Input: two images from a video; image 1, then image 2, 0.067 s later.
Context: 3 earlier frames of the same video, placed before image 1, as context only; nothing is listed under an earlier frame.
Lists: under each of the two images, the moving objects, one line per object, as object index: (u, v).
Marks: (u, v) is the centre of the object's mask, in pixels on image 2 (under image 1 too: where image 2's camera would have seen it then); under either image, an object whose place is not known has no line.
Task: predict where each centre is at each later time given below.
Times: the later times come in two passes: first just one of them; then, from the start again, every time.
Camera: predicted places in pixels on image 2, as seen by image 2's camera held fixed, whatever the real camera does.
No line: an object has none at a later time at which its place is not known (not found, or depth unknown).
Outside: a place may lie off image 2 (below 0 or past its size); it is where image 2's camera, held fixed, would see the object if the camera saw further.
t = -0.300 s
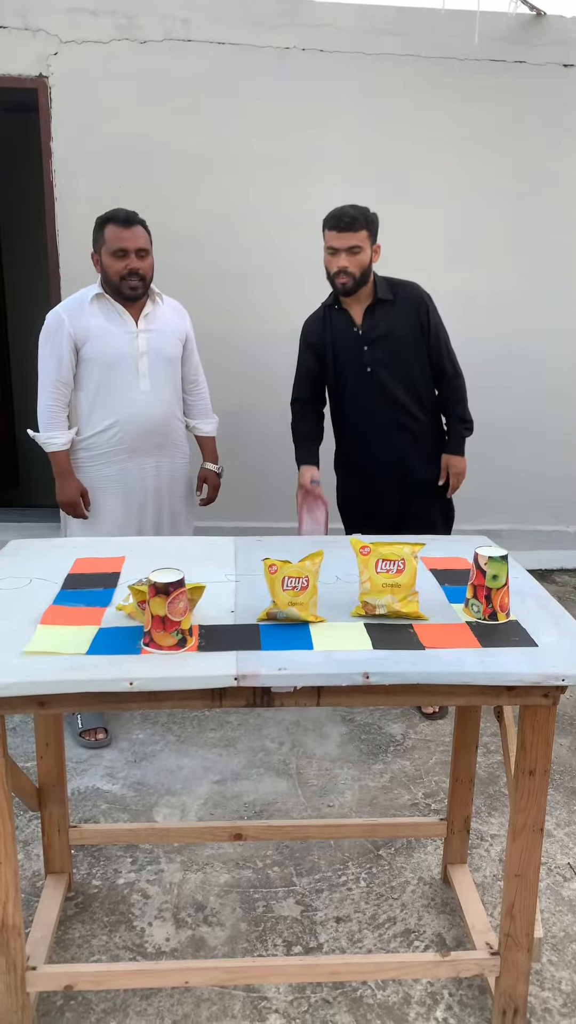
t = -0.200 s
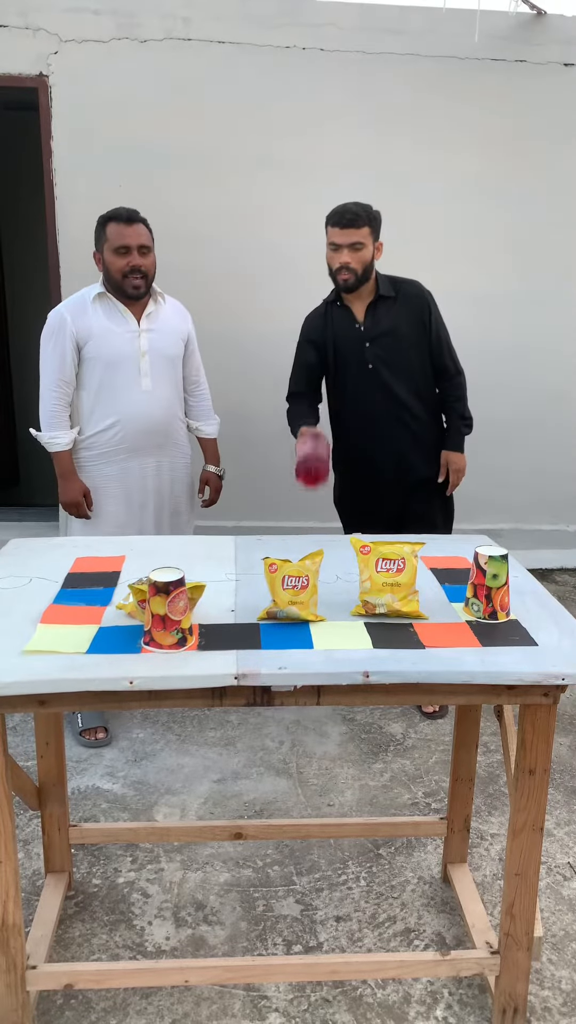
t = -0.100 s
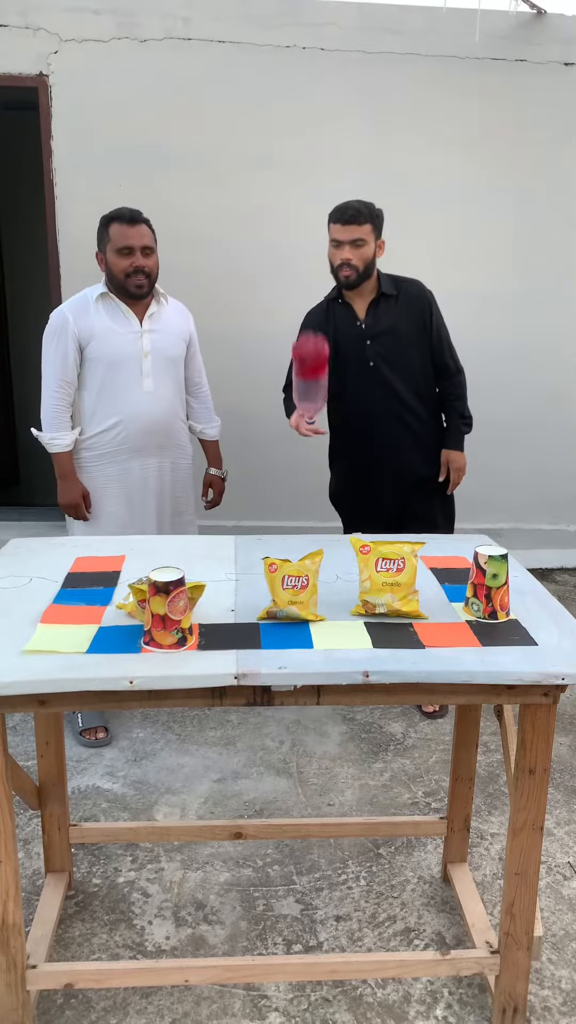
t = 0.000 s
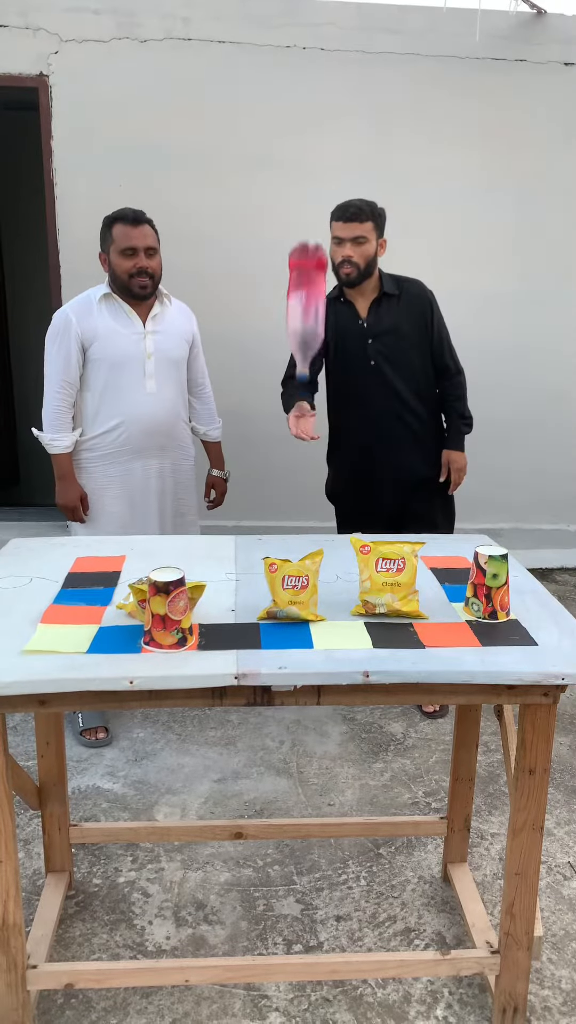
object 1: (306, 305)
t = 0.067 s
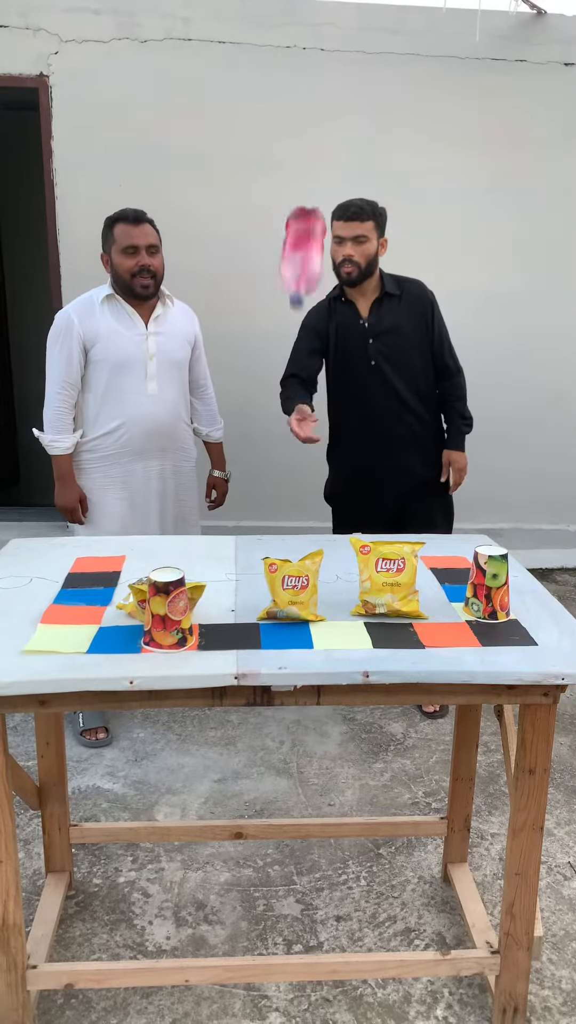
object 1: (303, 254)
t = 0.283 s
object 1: (287, 217)
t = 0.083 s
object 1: (302, 242)
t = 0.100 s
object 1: (301, 231)
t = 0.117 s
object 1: (299, 222)
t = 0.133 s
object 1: (297, 215)
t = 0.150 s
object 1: (296, 208)
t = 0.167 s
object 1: (295, 204)
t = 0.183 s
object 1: (293, 200)
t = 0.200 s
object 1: (292, 198)
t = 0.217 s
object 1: (291, 198)
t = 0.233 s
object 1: (289, 200)
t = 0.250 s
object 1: (289, 204)
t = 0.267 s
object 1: (288, 209)
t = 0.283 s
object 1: (287, 217)
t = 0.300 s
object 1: (287, 228)
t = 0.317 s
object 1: (286, 239)
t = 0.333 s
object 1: (285, 252)
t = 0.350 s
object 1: (284, 268)
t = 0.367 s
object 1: (282, 285)
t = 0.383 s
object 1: (281, 304)
